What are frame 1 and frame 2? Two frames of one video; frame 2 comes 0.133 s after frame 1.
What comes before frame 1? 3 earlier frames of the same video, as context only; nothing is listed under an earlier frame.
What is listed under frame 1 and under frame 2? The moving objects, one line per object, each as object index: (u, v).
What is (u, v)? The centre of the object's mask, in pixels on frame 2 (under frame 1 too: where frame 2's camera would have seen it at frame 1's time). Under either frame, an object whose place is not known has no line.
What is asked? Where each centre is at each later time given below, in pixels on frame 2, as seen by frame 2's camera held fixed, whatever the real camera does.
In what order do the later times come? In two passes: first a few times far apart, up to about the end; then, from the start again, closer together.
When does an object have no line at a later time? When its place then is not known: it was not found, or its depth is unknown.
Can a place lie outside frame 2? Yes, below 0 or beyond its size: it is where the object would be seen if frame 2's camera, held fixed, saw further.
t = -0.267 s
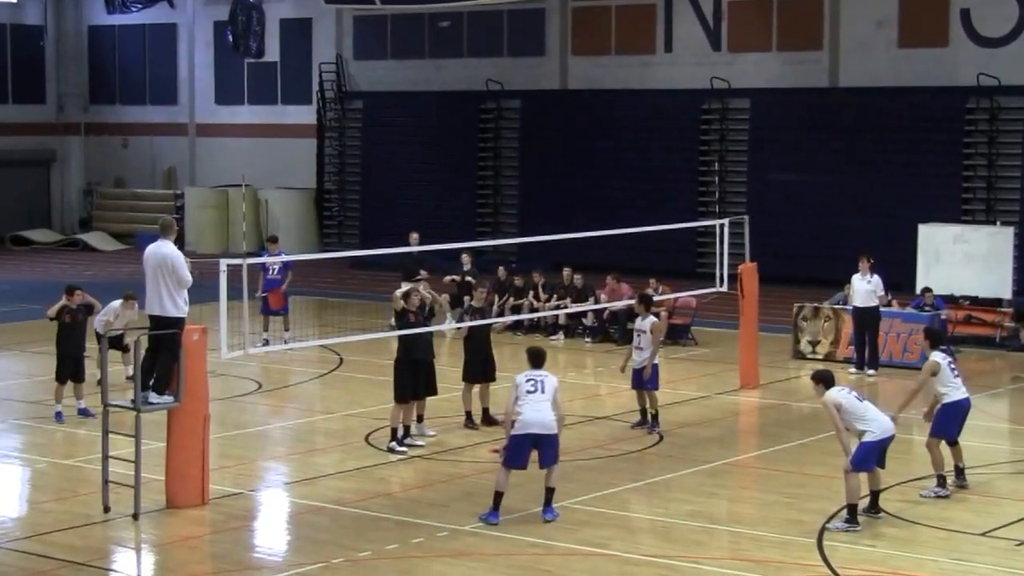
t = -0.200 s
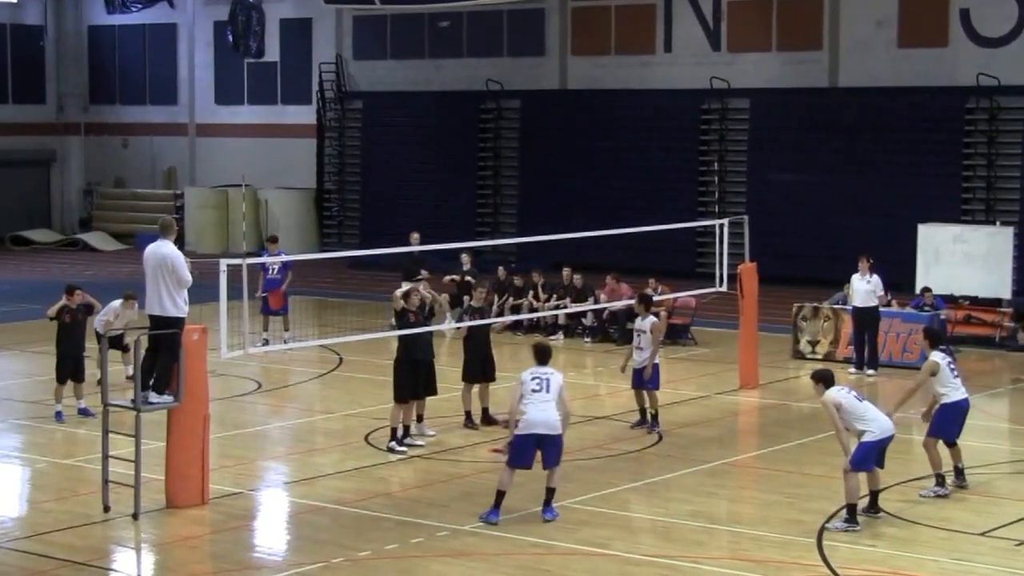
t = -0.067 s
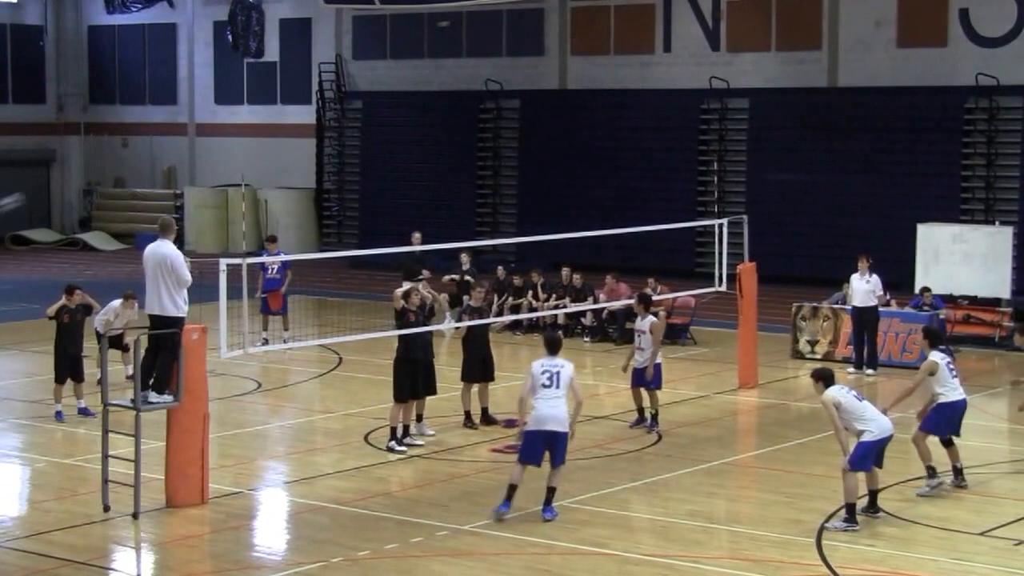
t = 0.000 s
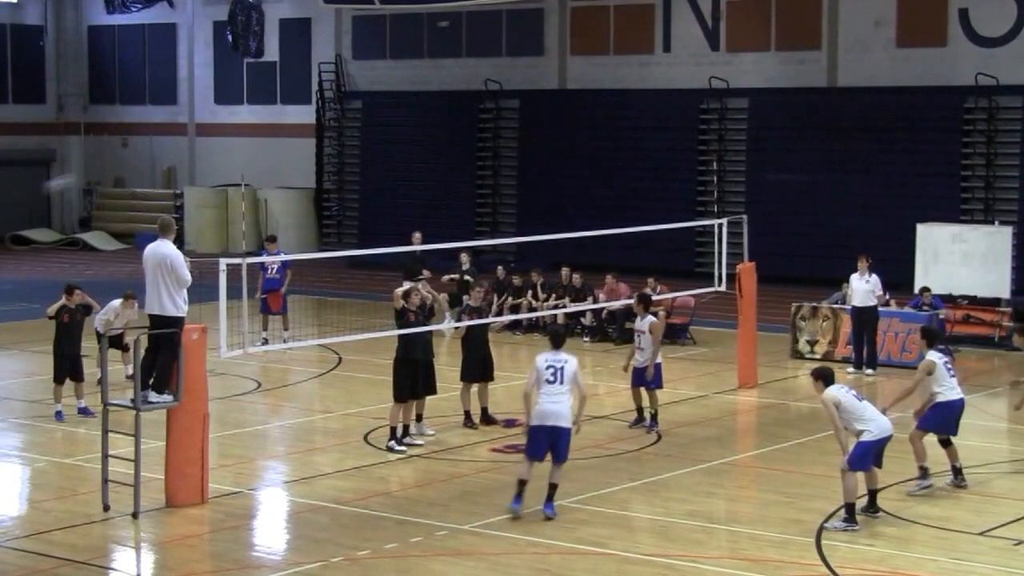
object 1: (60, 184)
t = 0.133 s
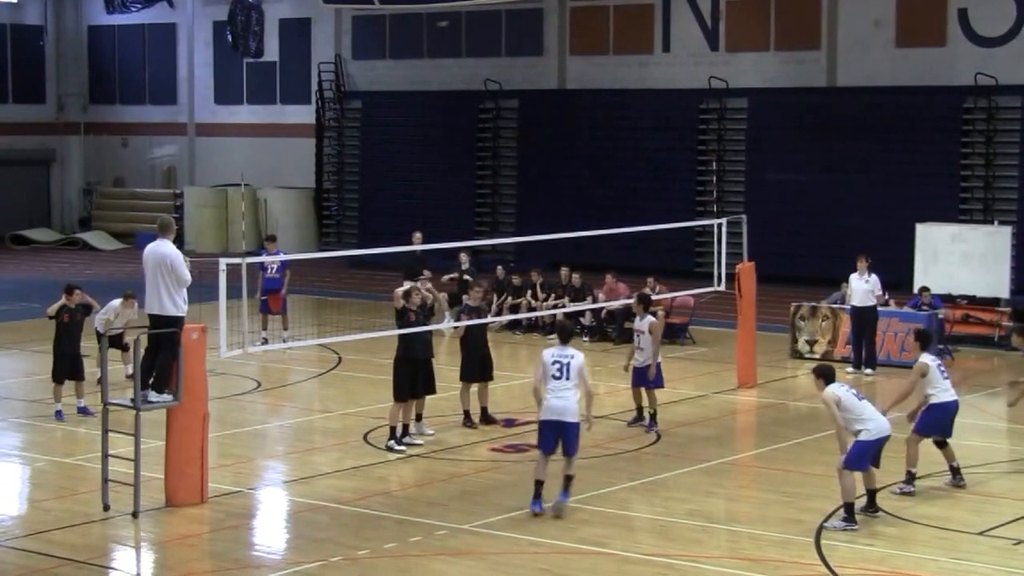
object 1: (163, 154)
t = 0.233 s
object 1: (247, 134)
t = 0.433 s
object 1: (414, 131)
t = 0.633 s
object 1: (589, 152)
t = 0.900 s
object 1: (833, 235)
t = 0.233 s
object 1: (247, 134)
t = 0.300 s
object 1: (298, 131)
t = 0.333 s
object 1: (329, 132)
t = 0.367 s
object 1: (358, 130)
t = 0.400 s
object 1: (386, 130)
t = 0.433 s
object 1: (414, 131)
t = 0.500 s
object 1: (471, 134)
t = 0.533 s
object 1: (500, 137)
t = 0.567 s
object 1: (529, 142)
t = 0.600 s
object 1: (559, 147)
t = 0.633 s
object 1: (589, 152)
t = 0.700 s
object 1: (649, 168)
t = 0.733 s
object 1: (678, 177)
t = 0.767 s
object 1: (711, 187)
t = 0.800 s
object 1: (740, 197)
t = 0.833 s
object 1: (771, 209)
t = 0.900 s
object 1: (833, 235)
